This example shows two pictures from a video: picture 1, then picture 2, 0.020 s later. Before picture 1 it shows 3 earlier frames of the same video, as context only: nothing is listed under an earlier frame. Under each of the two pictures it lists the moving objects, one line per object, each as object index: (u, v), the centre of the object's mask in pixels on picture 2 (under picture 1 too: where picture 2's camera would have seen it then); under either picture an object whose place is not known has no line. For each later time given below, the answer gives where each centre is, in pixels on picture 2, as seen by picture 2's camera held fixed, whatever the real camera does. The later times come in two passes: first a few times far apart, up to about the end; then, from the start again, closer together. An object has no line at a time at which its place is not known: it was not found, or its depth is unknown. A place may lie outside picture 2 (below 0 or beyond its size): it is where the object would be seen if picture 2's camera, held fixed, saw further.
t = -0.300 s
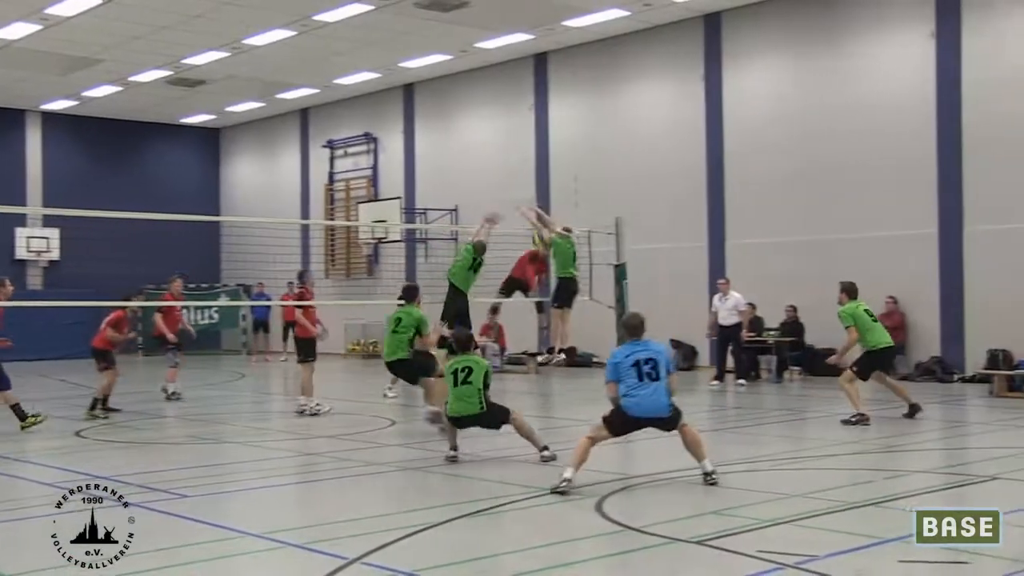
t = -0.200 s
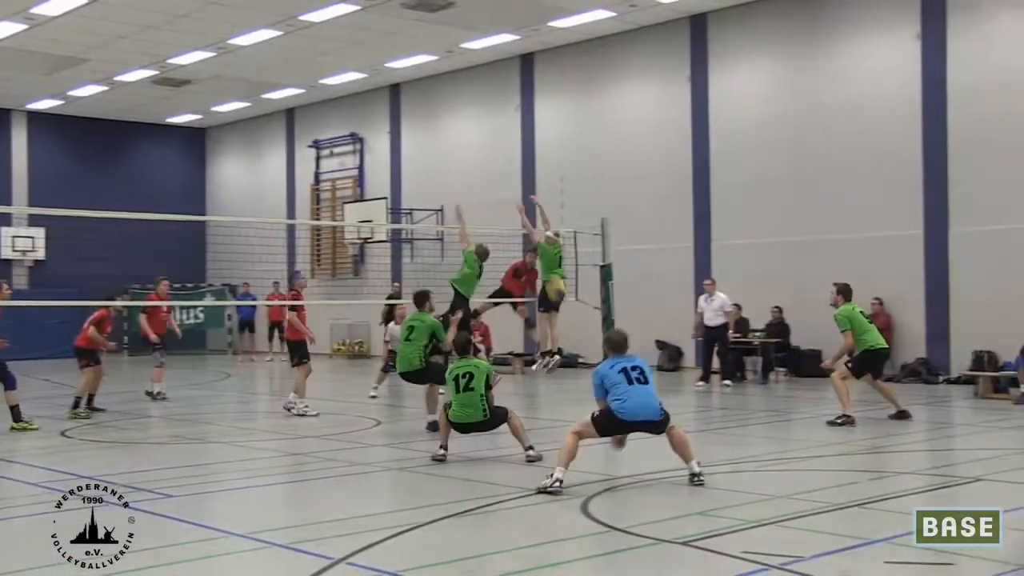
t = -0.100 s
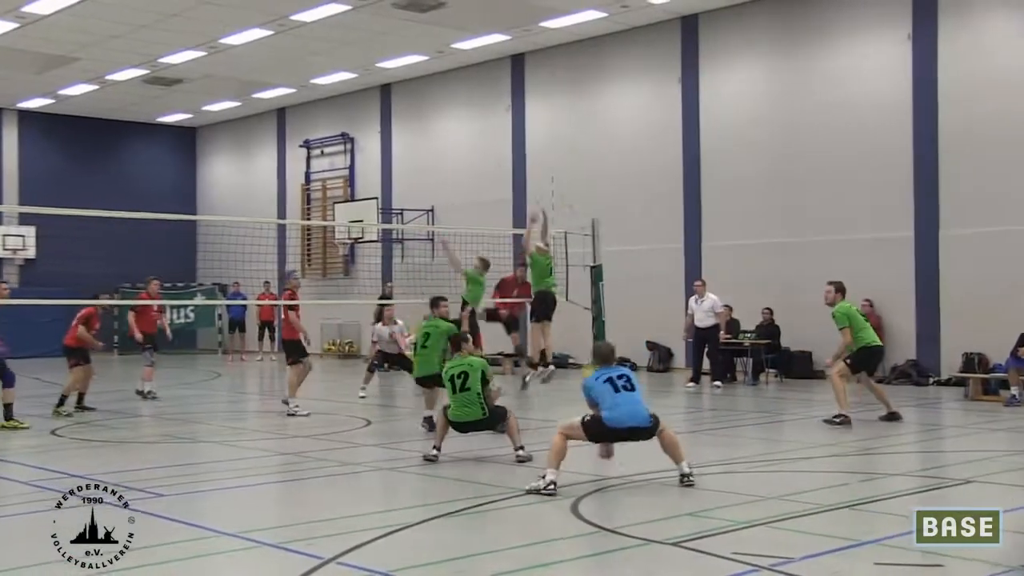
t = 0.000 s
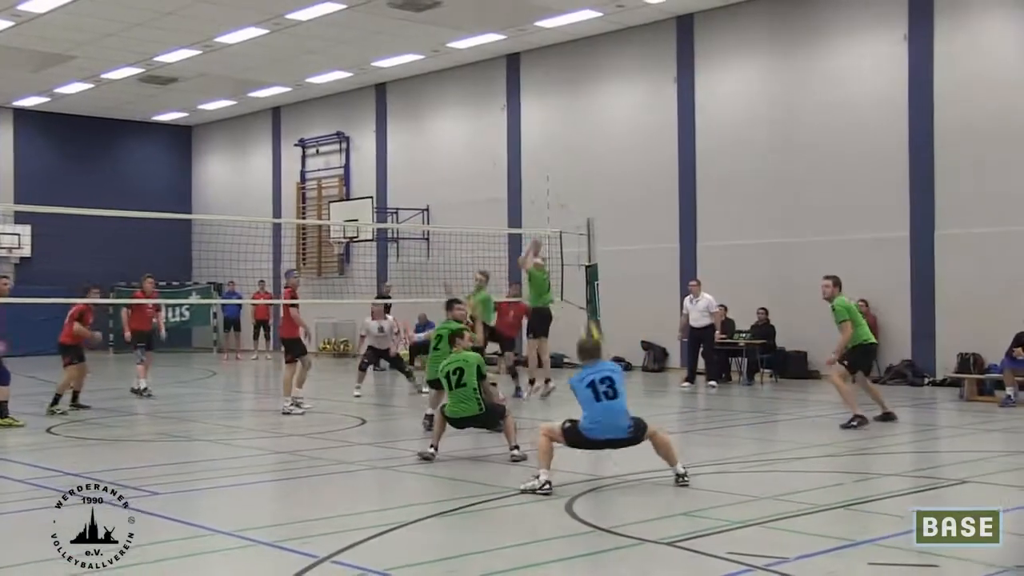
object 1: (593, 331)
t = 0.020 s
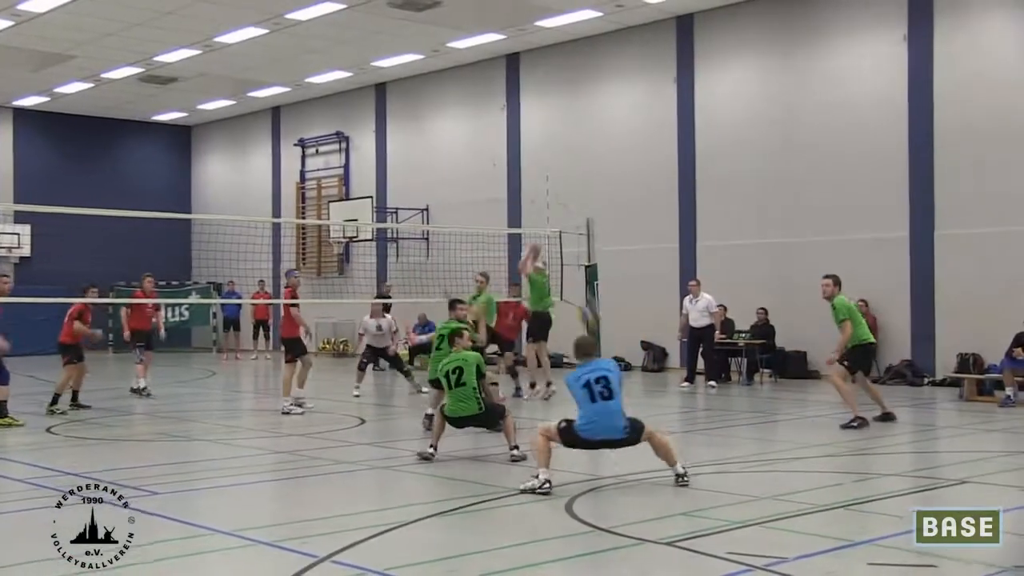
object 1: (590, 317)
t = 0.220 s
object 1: (558, 160)
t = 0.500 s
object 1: (533, 66)
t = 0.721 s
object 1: (520, 51)
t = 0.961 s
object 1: (510, 72)
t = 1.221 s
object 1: (500, 125)
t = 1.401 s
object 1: (496, 175)
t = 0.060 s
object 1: (580, 272)
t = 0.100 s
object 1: (573, 240)
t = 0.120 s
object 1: (572, 224)
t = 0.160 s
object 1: (567, 196)
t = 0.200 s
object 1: (560, 171)
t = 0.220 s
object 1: (558, 160)
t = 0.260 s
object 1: (556, 140)
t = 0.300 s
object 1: (550, 123)
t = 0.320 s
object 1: (548, 114)
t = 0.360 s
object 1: (544, 100)
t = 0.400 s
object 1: (542, 88)
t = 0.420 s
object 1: (540, 84)
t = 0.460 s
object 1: (536, 73)
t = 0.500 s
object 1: (533, 66)
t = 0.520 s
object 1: (532, 63)
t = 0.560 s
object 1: (529, 57)
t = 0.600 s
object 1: (527, 54)
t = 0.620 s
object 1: (526, 53)
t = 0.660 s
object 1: (524, 52)
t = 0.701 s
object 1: (521, 51)
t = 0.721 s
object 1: (520, 51)
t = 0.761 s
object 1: (518, 53)
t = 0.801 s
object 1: (517, 54)
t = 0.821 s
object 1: (516, 56)
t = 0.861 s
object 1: (514, 59)
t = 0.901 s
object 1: (512, 63)
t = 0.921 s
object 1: (511, 65)
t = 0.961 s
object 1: (510, 72)
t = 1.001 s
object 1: (509, 78)
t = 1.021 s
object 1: (509, 81)
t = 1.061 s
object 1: (506, 87)
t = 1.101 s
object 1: (505, 97)
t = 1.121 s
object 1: (504, 101)
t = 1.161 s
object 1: (502, 108)
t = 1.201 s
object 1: (501, 120)
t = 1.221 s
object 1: (500, 125)
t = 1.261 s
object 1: (498, 136)
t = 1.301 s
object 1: (498, 147)
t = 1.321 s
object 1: (497, 152)
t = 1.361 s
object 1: (495, 162)
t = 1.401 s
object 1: (496, 175)
